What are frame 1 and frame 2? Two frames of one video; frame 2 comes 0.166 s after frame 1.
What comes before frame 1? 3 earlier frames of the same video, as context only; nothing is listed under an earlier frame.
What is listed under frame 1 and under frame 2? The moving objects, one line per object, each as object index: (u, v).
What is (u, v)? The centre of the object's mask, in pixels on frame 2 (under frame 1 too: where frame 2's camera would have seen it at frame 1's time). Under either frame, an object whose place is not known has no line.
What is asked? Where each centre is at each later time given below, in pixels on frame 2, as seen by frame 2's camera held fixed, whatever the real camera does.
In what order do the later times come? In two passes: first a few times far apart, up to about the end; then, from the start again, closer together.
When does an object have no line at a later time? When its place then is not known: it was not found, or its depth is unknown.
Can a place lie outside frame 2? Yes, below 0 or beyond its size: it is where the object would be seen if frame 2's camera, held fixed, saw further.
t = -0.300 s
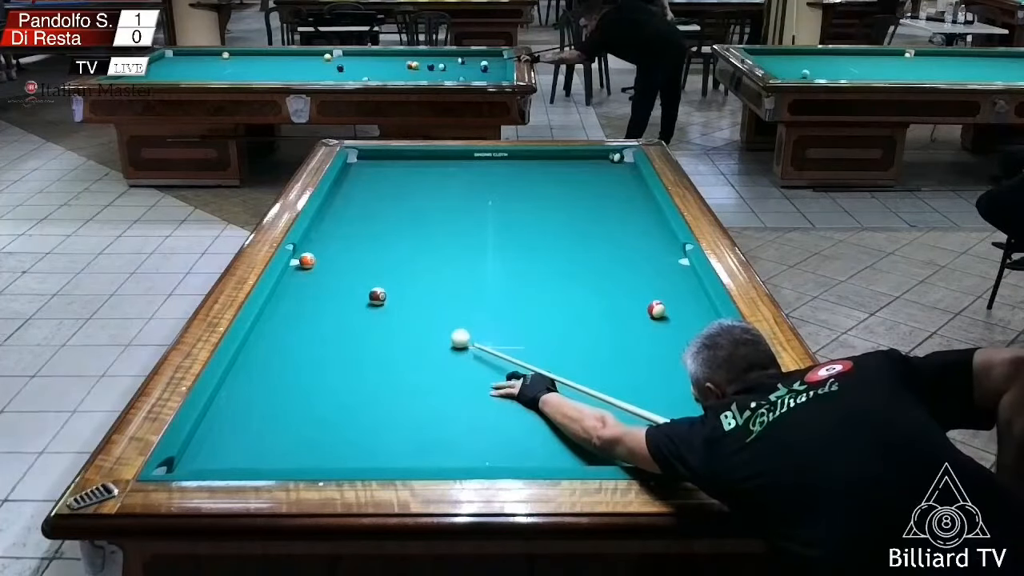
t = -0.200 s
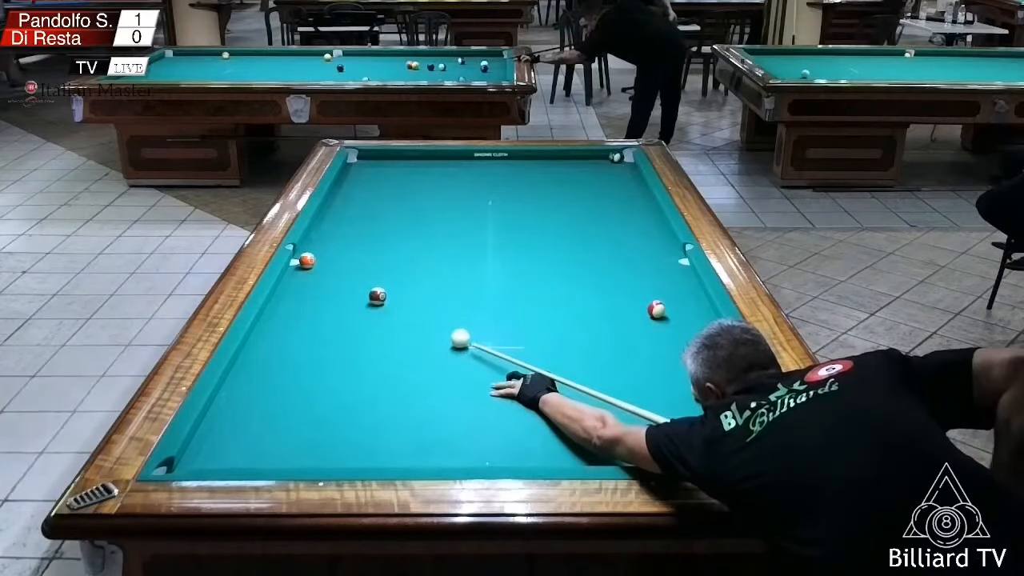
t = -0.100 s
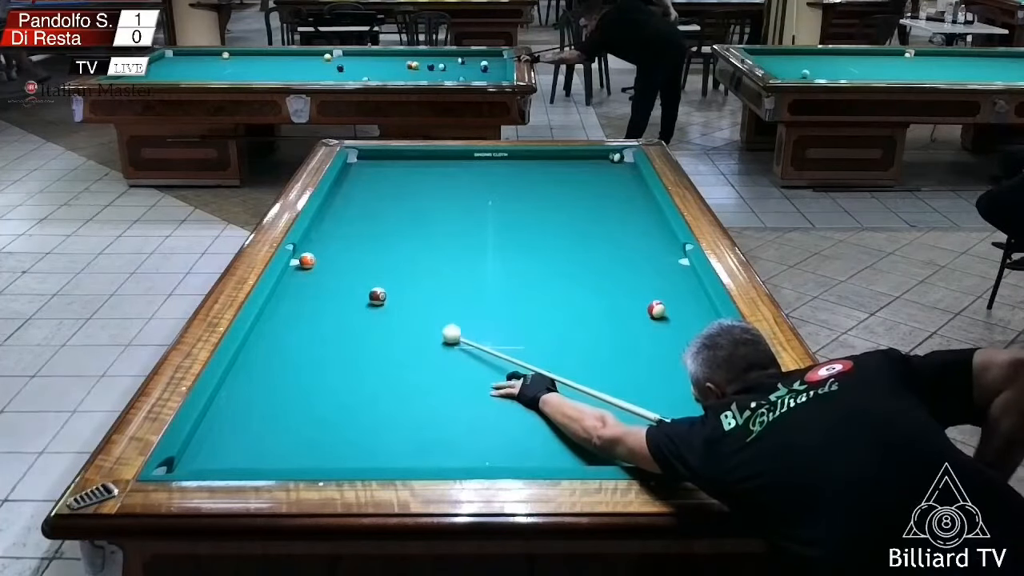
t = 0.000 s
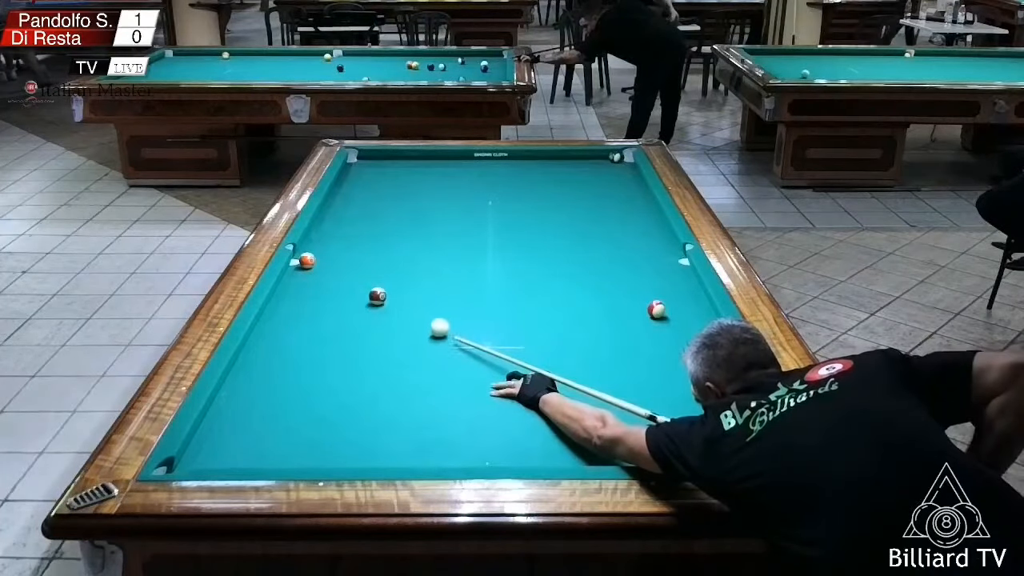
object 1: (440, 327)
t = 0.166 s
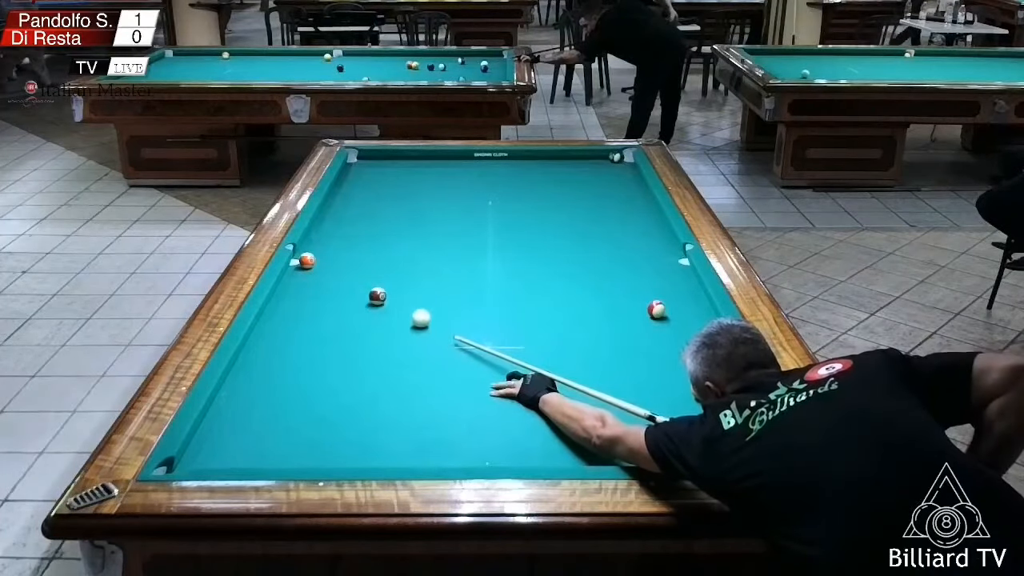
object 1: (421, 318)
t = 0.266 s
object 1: (411, 312)
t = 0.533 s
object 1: (388, 301)
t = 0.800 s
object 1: (385, 298)
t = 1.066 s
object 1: (382, 296)
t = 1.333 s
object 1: (379, 294)
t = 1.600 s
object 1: (377, 293)
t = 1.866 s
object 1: (376, 292)
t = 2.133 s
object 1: (374, 291)
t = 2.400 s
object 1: (374, 291)
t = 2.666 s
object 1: (374, 291)
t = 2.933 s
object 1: (374, 290)
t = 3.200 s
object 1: (374, 290)
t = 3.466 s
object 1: (374, 290)
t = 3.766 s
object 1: (374, 291)
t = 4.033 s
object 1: (374, 290)
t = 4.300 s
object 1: (374, 290)
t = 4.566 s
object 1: (374, 290)
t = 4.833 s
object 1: (374, 290)
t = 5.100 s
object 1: (374, 290)
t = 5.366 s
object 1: (374, 290)
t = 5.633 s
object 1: (374, 290)
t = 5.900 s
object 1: (374, 290)
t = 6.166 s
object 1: (374, 290)
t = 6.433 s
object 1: (374, 291)
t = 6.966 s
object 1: (374, 291)
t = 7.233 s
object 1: (374, 290)
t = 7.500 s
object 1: (374, 291)
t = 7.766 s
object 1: (374, 291)
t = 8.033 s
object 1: (374, 290)
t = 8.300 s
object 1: (374, 290)
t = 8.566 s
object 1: (374, 291)
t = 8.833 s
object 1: (374, 290)
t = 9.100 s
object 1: (374, 291)
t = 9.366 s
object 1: (374, 291)
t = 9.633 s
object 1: (374, 291)
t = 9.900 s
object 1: (374, 291)
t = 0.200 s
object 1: (417, 316)
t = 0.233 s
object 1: (414, 314)
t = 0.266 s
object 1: (411, 312)
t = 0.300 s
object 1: (407, 311)
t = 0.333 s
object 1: (404, 309)
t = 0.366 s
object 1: (400, 307)
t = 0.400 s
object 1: (397, 305)
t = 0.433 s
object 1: (394, 304)
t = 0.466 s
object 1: (391, 302)
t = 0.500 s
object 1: (389, 301)
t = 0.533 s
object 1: (388, 301)
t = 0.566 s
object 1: (387, 301)
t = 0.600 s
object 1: (387, 300)
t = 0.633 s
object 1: (386, 300)
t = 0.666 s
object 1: (386, 299)
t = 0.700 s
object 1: (386, 299)
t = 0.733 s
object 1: (386, 299)
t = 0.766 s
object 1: (385, 299)
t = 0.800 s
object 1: (385, 298)
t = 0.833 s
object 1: (384, 298)
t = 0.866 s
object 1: (384, 298)
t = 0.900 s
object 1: (383, 297)
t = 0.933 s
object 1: (383, 297)
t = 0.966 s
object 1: (383, 297)
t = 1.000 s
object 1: (382, 297)
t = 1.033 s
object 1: (382, 297)
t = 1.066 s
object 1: (382, 296)
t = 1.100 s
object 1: (381, 296)
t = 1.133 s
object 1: (381, 296)
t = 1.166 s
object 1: (381, 295)
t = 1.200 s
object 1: (380, 295)
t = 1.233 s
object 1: (380, 295)
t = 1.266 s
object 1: (380, 295)
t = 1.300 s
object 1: (379, 294)
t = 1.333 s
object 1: (379, 294)
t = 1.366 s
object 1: (379, 294)
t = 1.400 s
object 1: (379, 294)
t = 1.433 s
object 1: (378, 294)
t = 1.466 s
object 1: (378, 294)
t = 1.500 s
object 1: (378, 293)
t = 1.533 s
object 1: (378, 293)
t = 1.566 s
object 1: (378, 293)
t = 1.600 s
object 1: (377, 293)
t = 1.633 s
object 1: (377, 292)
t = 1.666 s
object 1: (376, 292)
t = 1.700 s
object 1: (376, 292)
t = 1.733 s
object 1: (376, 292)
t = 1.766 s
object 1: (376, 292)
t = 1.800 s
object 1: (376, 292)
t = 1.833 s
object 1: (376, 292)
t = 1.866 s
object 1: (376, 292)
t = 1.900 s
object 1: (375, 292)
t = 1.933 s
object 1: (375, 292)
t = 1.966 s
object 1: (375, 292)
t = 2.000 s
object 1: (375, 291)
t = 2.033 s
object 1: (375, 291)
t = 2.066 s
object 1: (375, 291)
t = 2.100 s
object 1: (375, 291)
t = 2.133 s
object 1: (374, 291)
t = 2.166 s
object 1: (374, 291)
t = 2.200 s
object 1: (374, 291)
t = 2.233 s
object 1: (374, 291)
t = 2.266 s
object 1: (374, 291)
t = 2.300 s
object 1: (374, 291)
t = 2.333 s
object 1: (374, 291)
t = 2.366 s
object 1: (374, 291)
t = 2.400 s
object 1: (374, 291)
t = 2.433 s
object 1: (374, 291)
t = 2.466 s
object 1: (374, 291)
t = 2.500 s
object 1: (374, 291)
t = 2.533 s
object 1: (374, 291)
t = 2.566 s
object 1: (374, 291)
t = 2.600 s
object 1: (374, 291)
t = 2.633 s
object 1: (374, 291)
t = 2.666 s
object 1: (374, 291)
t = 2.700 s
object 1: (374, 291)
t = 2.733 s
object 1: (374, 291)
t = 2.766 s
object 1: (374, 291)
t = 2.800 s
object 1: (374, 290)
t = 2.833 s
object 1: (374, 290)
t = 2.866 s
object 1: (374, 291)
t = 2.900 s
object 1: (374, 290)
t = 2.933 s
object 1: (374, 290)
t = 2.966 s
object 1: (374, 290)
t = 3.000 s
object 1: (374, 290)
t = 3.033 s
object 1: (374, 291)
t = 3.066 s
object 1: (374, 290)
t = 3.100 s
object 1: (374, 291)
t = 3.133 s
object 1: (374, 291)
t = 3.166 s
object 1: (374, 291)
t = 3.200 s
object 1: (374, 290)
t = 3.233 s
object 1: (374, 291)
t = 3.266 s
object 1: (374, 290)
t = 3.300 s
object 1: (374, 290)
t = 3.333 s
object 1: (374, 291)
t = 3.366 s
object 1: (374, 291)
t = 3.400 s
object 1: (374, 291)
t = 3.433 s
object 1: (374, 291)
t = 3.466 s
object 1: (374, 290)
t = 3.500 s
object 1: (374, 290)
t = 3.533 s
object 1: (374, 290)
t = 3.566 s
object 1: (374, 290)
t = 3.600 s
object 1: (374, 291)
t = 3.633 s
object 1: (374, 291)
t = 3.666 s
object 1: (374, 291)
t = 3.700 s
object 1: (374, 291)
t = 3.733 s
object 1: (374, 291)
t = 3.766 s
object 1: (374, 291)
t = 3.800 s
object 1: (374, 291)
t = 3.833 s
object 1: (374, 291)
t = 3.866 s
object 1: (374, 291)
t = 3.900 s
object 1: (374, 291)
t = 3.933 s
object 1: (374, 290)
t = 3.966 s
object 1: (374, 290)
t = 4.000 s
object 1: (374, 290)
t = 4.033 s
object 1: (374, 290)
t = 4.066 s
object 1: (374, 290)
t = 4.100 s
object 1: (374, 290)
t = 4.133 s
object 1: (374, 290)
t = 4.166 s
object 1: (374, 290)
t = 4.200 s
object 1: (374, 290)
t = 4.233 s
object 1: (374, 290)
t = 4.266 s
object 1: (374, 290)
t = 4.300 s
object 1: (374, 290)
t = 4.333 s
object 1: (374, 290)
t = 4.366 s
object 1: (374, 290)
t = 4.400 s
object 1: (374, 290)
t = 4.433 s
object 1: (374, 290)
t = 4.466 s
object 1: (374, 290)
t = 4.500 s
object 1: (374, 290)
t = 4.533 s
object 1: (374, 290)
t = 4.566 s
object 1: (374, 290)
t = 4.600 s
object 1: (374, 290)
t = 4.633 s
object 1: (374, 290)
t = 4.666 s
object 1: (374, 290)
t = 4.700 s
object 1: (374, 290)
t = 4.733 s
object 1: (374, 291)
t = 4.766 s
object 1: (374, 290)
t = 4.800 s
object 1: (374, 290)
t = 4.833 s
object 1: (374, 290)
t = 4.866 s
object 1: (374, 290)
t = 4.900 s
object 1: (374, 290)
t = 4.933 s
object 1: (374, 290)
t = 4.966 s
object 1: (374, 290)
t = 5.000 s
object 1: (374, 290)
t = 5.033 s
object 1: (374, 290)
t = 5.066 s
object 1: (374, 290)
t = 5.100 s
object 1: (374, 290)
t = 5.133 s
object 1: (374, 290)
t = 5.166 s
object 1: (374, 290)
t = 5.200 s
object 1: (374, 290)
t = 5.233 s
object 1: (374, 290)
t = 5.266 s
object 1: (374, 290)
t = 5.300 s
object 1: (374, 290)
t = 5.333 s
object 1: (374, 290)
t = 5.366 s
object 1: (374, 290)
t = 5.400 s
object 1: (374, 290)
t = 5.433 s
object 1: (374, 291)
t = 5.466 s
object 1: (374, 290)
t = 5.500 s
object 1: (374, 290)
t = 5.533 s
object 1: (374, 290)
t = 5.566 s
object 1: (374, 290)
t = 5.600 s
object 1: (374, 290)
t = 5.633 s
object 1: (374, 290)
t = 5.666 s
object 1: (374, 290)
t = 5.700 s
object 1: (374, 290)
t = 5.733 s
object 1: (374, 290)
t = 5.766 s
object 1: (374, 290)
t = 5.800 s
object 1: (374, 290)
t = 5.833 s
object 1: (374, 290)
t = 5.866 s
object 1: (374, 290)
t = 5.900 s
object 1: (374, 290)
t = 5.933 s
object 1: (374, 290)
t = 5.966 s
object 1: (374, 290)
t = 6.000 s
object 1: (374, 290)
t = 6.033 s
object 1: (374, 290)
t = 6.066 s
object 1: (374, 290)
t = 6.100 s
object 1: (374, 290)
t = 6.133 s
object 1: (374, 290)
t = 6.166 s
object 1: (374, 290)
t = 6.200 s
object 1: (374, 291)
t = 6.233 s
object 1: (374, 290)
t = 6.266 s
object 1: (374, 291)
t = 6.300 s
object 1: (374, 290)
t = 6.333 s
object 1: (374, 291)
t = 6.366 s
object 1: (374, 291)
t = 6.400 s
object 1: (375, 290)
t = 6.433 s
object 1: (374, 291)
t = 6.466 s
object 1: (374, 291)
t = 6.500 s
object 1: (374, 291)
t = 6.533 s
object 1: (373, 290)
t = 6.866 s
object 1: (377, 288)
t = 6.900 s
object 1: (374, 291)
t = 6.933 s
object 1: (374, 291)
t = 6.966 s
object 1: (374, 291)
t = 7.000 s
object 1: (374, 291)
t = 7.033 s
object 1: (374, 291)
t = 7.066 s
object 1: (374, 290)
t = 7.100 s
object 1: (374, 290)
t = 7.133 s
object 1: (374, 290)
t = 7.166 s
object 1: (374, 290)
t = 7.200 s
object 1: (374, 290)
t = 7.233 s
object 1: (374, 290)
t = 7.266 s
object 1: (374, 290)
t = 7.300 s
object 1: (374, 290)
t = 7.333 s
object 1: (374, 290)
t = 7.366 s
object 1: (374, 290)
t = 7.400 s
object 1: (374, 290)
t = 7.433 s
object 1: (374, 290)
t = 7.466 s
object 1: (374, 290)
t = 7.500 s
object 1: (374, 291)
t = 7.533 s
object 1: (374, 291)
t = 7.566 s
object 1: (374, 290)
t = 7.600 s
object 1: (374, 290)
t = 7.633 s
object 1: (374, 290)
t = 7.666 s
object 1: (374, 290)
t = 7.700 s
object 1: (374, 290)
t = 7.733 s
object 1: (374, 290)
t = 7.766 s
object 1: (374, 291)
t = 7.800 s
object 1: (374, 291)
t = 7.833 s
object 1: (374, 291)
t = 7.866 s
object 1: (374, 291)
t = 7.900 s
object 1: (374, 291)
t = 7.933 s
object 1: (374, 290)
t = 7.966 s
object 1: (374, 290)
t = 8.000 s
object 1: (374, 290)
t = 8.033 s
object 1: (374, 290)
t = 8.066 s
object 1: (374, 290)
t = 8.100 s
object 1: (374, 290)
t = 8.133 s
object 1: (374, 290)
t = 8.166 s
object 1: (374, 290)
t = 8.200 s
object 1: (374, 290)
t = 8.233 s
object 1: (374, 290)
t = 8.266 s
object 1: (374, 290)
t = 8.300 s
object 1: (374, 290)
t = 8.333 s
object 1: (374, 290)
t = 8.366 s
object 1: (374, 290)
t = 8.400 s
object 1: (374, 290)
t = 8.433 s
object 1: (374, 290)
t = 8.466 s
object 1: (374, 290)
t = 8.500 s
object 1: (374, 290)
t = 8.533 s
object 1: (374, 291)
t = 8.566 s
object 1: (374, 291)
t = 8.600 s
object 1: (374, 291)
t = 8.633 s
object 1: (374, 290)
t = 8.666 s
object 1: (374, 291)
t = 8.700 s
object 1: (374, 291)
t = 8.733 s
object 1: (374, 291)
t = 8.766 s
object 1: (374, 291)
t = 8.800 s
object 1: (374, 290)
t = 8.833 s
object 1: (374, 290)
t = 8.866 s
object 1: (374, 291)
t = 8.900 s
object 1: (374, 291)
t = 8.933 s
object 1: (374, 291)
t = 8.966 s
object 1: (374, 291)
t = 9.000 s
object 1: (374, 291)
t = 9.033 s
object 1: (374, 291)
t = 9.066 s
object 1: (374, 291)
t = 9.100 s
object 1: (374, 291)
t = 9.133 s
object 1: (374, 291)
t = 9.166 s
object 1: (374, 291)
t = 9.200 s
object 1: (374, 291)
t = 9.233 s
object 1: (374, 291)
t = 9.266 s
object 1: (374, 291)
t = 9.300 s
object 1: (374, 291)
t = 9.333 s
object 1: (374, 291)
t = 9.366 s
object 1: (374, 291)
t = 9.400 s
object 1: (374, 291)
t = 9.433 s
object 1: (374, 291)
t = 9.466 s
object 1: (374, 291)
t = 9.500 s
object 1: (374, 291)
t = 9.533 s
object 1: (374, 291)
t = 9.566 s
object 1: (374, 291)
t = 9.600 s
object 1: (374, 291)
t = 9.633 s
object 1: (374, 291)
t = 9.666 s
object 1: (374, 291)
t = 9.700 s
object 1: (374, 291)
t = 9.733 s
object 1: (374, 291)
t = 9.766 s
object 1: (374, 291)
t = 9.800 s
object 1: (374, 291)
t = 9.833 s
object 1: (374, 291)
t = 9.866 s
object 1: (374, 291)
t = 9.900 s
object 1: (374, 291)
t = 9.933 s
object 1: (374, 290)
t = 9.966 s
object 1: (374, 290)
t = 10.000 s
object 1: (374, 290)
